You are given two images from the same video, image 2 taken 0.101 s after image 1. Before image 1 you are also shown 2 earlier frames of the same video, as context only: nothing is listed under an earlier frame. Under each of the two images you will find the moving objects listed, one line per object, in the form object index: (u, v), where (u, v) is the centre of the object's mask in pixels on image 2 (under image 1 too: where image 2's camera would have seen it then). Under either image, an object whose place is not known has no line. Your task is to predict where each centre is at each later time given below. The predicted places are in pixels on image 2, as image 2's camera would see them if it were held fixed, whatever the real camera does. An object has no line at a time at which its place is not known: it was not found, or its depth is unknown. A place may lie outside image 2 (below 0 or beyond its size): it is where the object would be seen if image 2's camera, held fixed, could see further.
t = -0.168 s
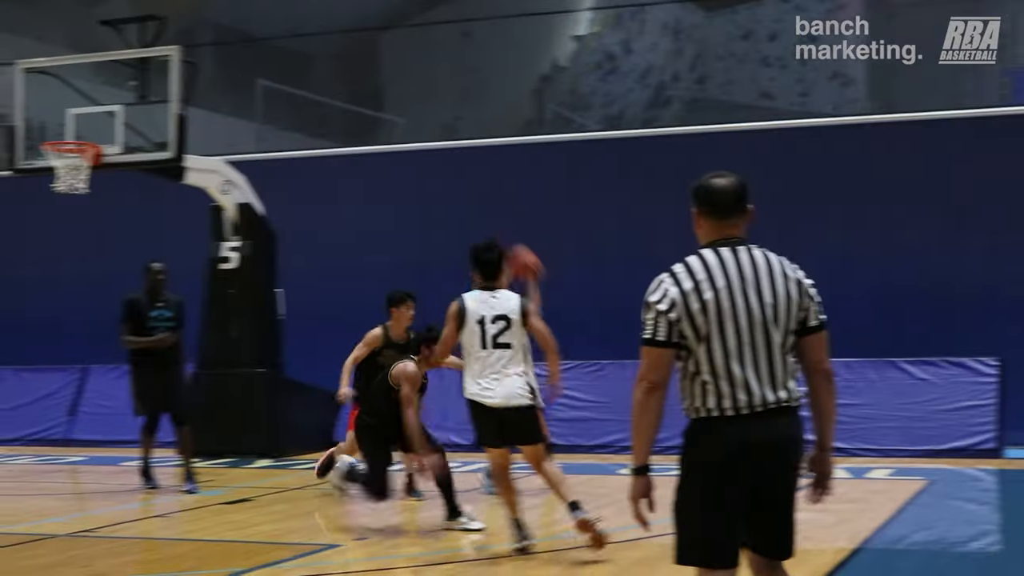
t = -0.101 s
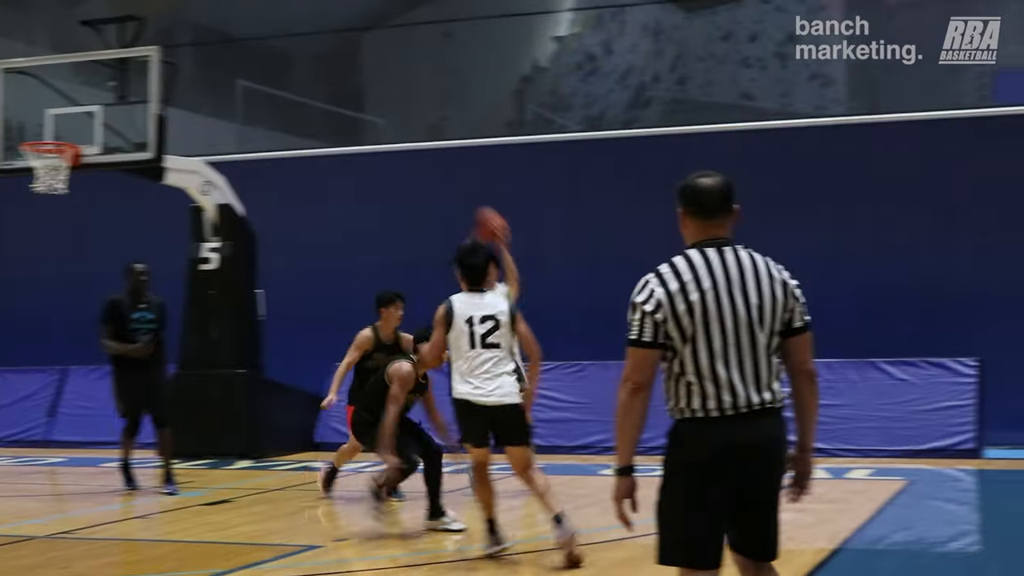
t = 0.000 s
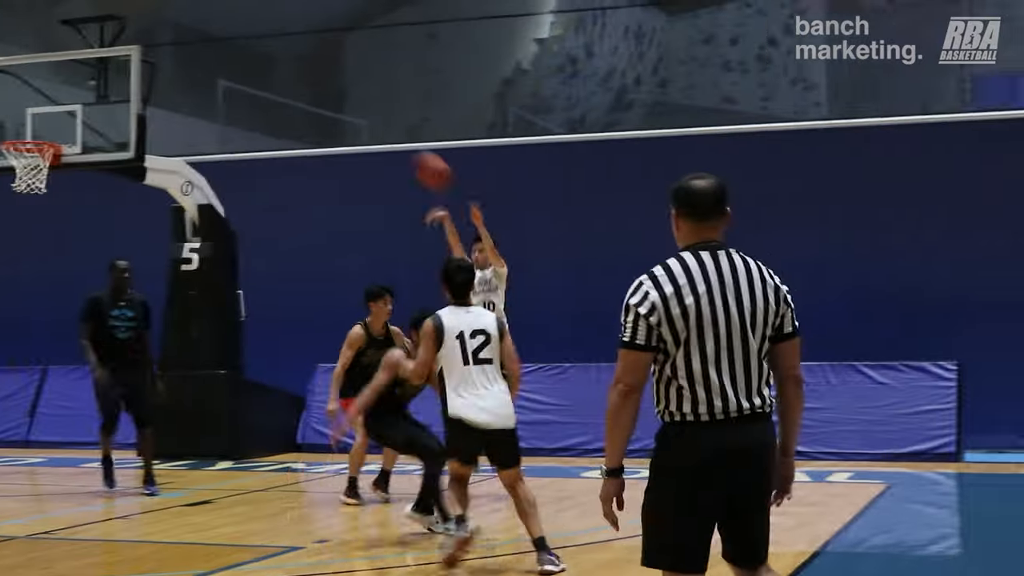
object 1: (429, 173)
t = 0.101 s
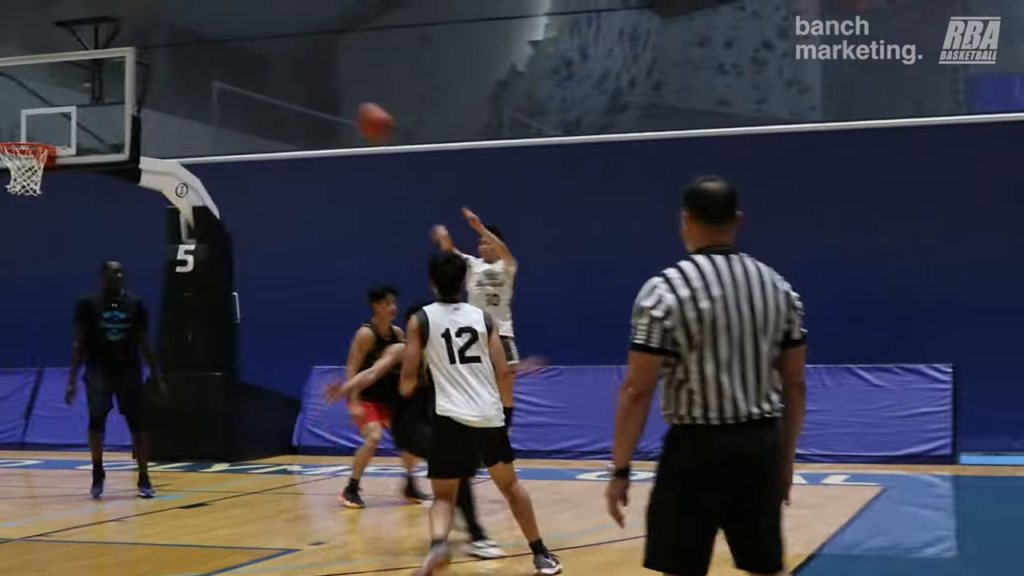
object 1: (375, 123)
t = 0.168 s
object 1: (334, 93)
